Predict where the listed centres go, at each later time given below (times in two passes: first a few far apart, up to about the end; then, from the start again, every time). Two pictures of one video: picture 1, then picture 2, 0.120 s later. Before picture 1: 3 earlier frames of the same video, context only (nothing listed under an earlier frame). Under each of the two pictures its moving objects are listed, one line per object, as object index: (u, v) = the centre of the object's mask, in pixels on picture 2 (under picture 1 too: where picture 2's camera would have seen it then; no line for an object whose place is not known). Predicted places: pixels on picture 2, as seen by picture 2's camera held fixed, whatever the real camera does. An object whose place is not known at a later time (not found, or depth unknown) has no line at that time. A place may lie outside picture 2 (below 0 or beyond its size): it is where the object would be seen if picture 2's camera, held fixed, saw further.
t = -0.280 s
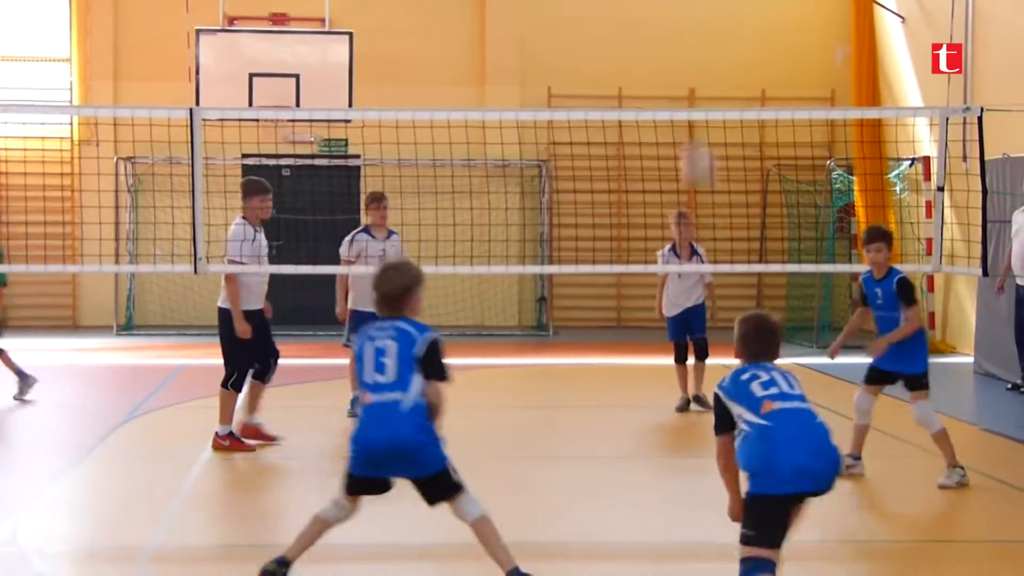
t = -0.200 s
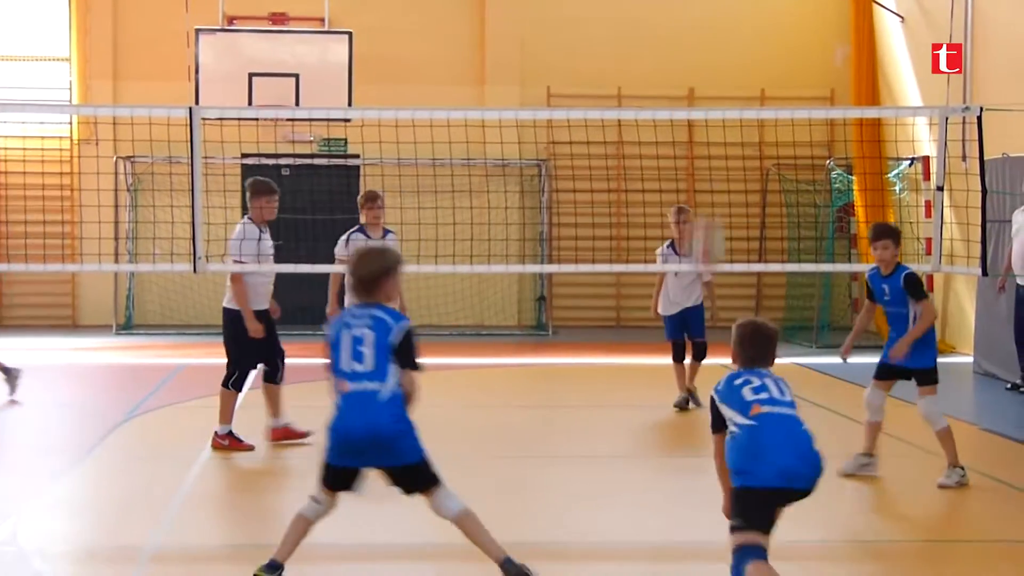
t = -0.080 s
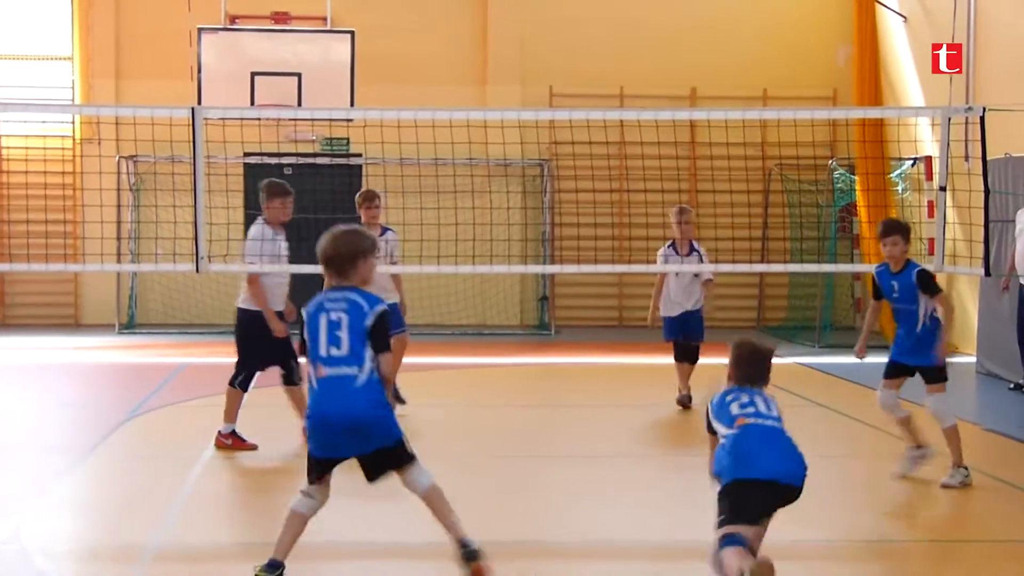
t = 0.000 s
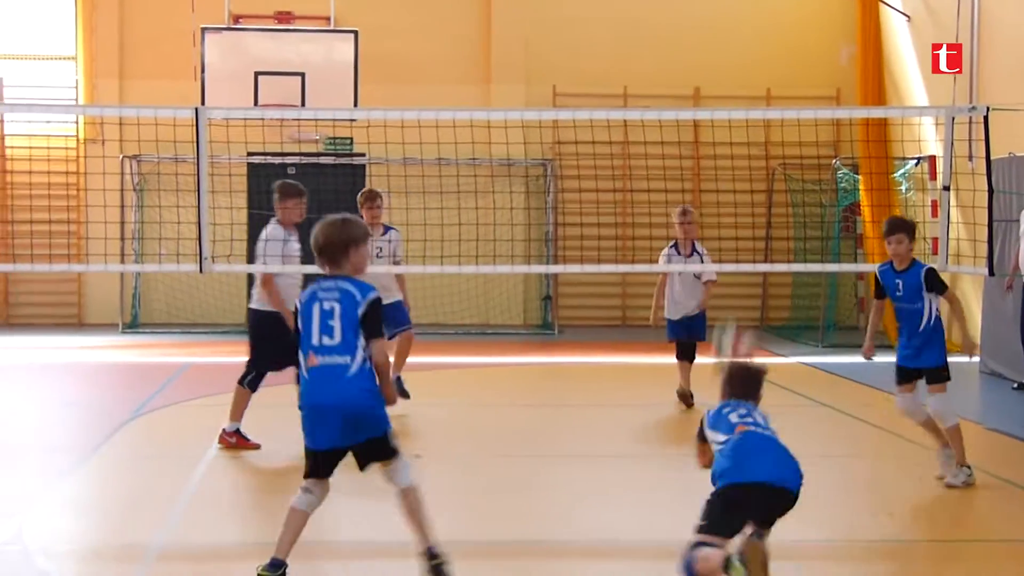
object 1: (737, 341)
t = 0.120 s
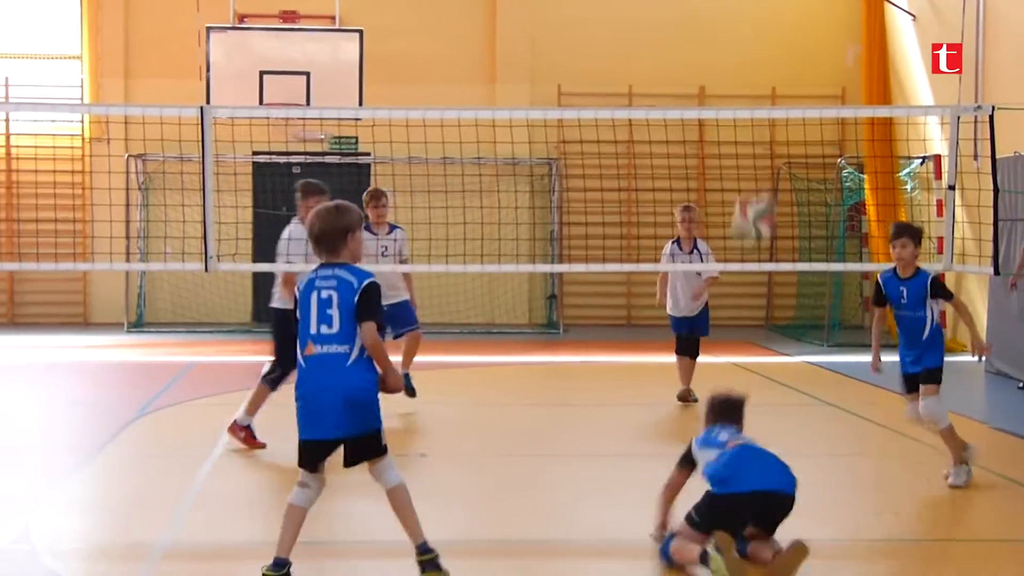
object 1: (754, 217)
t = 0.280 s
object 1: (772, 99)
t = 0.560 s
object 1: (803, 24)
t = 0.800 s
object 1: (825, 76)
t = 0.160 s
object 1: (759, 182)
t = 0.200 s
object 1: (763, 151)
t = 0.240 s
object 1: (767, 126)
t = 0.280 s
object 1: (772, 99)
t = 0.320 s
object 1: (777, 78)
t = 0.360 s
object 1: (782, 63)
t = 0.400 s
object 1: (787, 47)
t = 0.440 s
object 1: (791, 37)
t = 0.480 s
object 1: (795, 29)
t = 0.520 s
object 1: (799, 25)
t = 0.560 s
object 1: (803, 24)
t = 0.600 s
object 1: (807, 26)
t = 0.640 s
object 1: (809, 31)
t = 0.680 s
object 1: (813, 40)
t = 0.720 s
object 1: (818, 49)
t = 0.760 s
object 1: (821, 62)
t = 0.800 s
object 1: (825, 76)
